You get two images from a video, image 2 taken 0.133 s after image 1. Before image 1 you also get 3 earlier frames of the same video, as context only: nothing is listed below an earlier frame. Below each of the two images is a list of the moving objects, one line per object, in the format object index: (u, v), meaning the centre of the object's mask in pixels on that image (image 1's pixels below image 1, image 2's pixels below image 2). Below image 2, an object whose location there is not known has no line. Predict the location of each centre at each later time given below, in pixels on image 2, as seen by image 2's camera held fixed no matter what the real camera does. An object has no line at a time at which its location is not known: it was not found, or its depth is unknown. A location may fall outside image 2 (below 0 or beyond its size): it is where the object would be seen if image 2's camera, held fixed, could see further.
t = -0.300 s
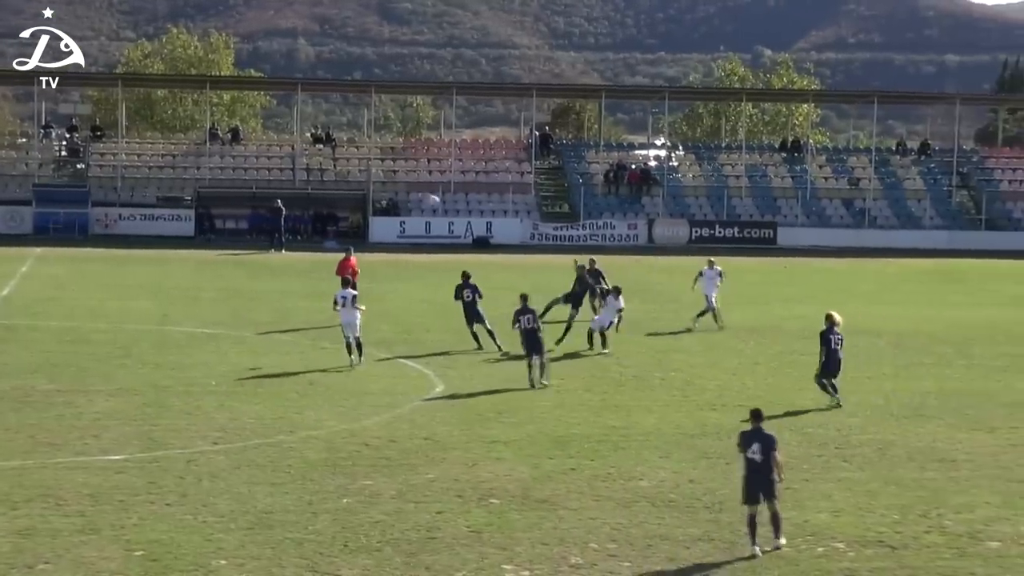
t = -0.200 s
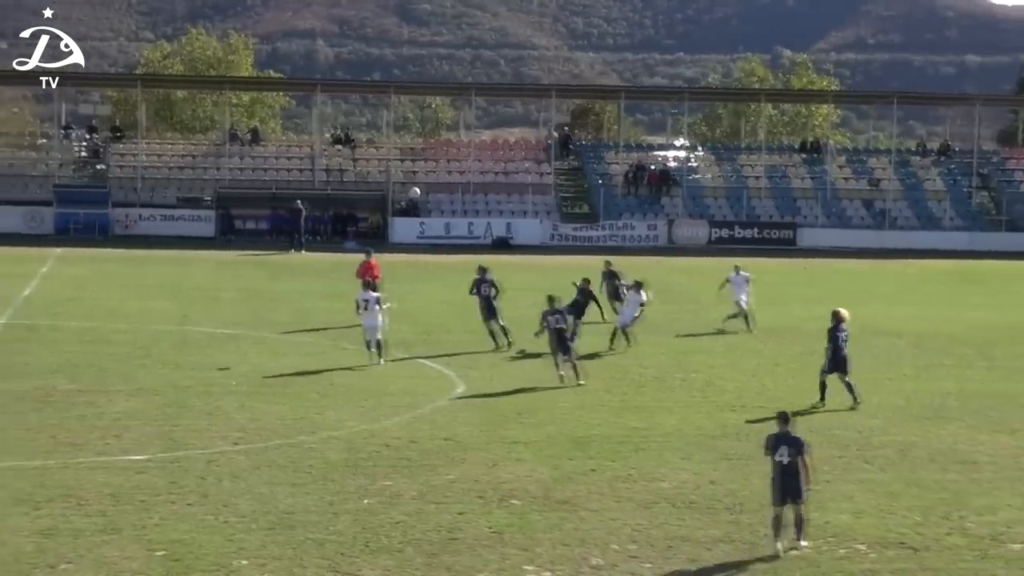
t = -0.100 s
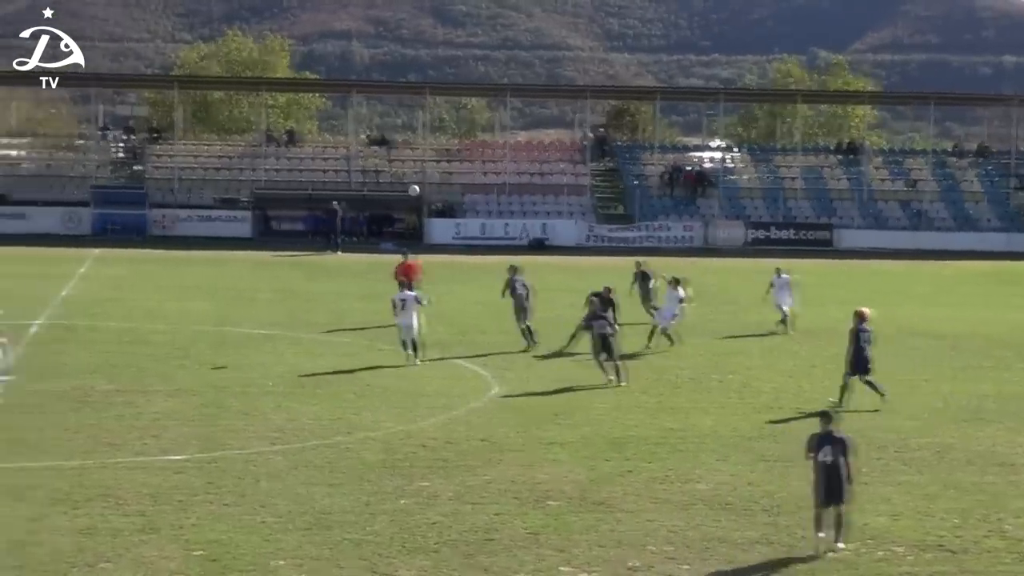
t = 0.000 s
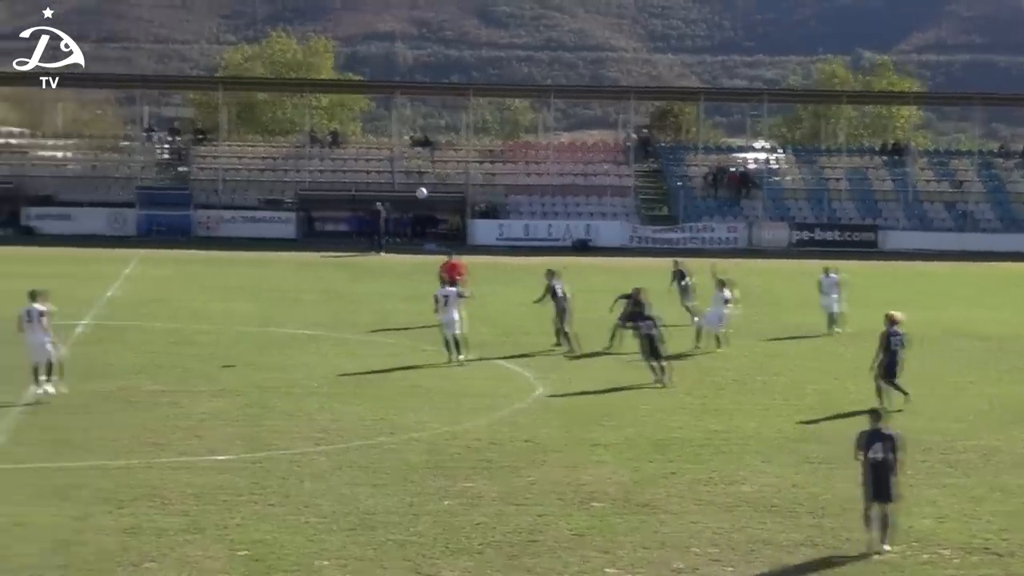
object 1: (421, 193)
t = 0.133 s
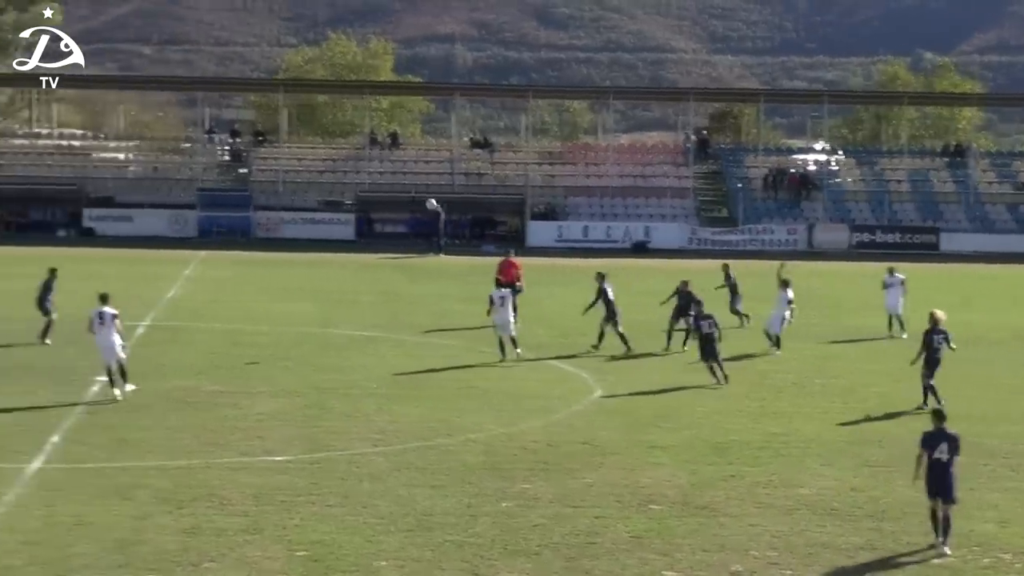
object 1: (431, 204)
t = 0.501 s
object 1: (316, 270)
